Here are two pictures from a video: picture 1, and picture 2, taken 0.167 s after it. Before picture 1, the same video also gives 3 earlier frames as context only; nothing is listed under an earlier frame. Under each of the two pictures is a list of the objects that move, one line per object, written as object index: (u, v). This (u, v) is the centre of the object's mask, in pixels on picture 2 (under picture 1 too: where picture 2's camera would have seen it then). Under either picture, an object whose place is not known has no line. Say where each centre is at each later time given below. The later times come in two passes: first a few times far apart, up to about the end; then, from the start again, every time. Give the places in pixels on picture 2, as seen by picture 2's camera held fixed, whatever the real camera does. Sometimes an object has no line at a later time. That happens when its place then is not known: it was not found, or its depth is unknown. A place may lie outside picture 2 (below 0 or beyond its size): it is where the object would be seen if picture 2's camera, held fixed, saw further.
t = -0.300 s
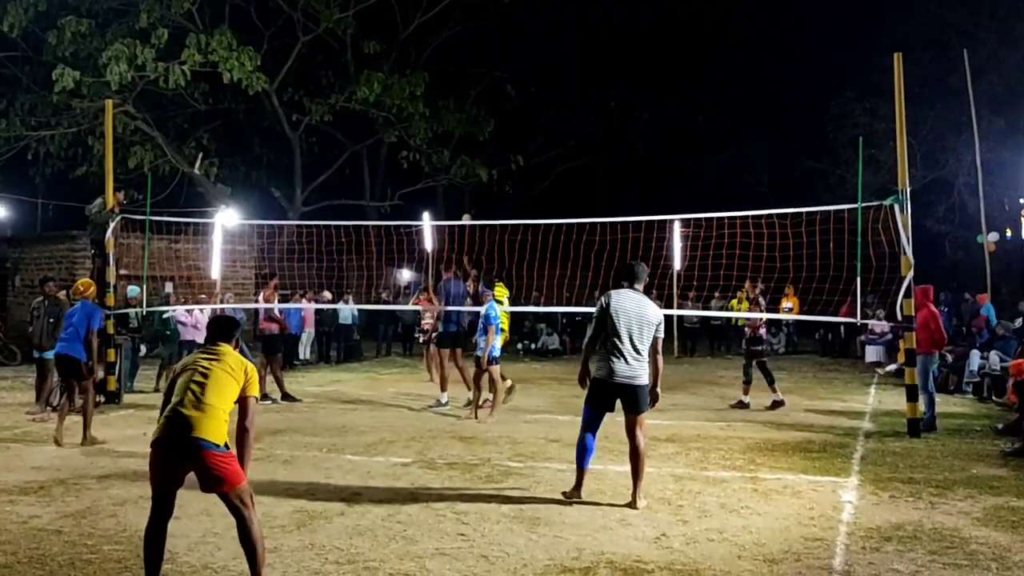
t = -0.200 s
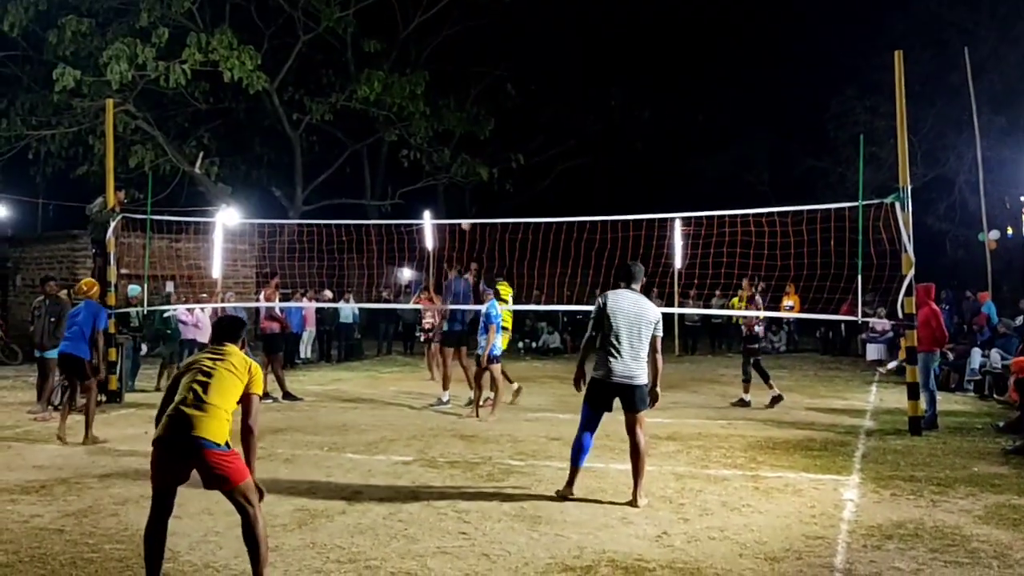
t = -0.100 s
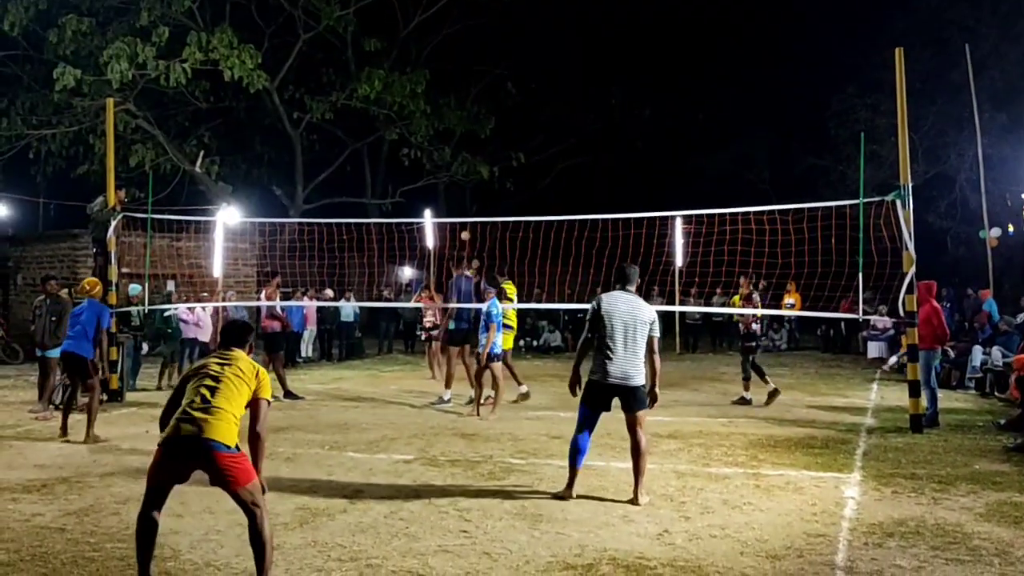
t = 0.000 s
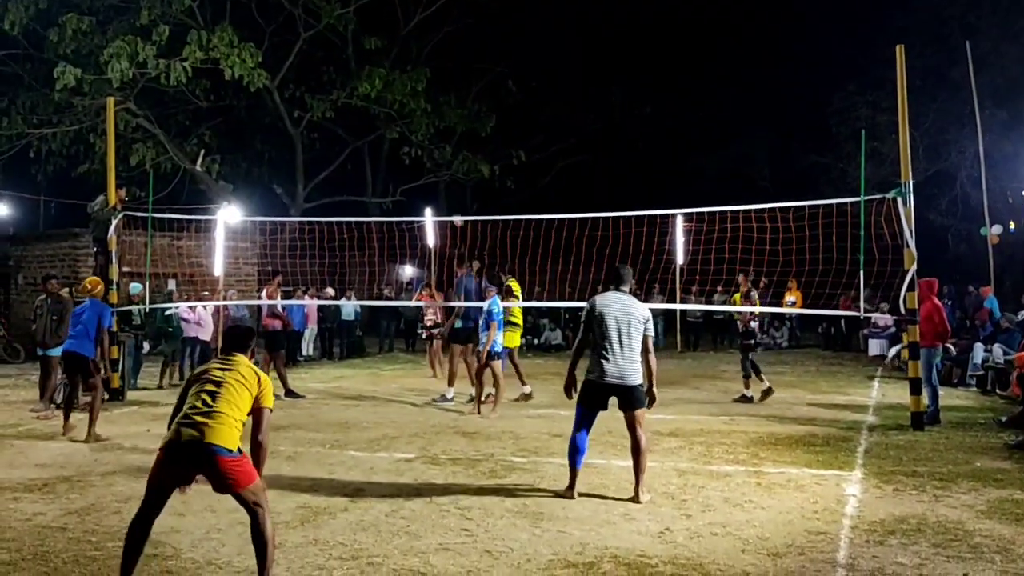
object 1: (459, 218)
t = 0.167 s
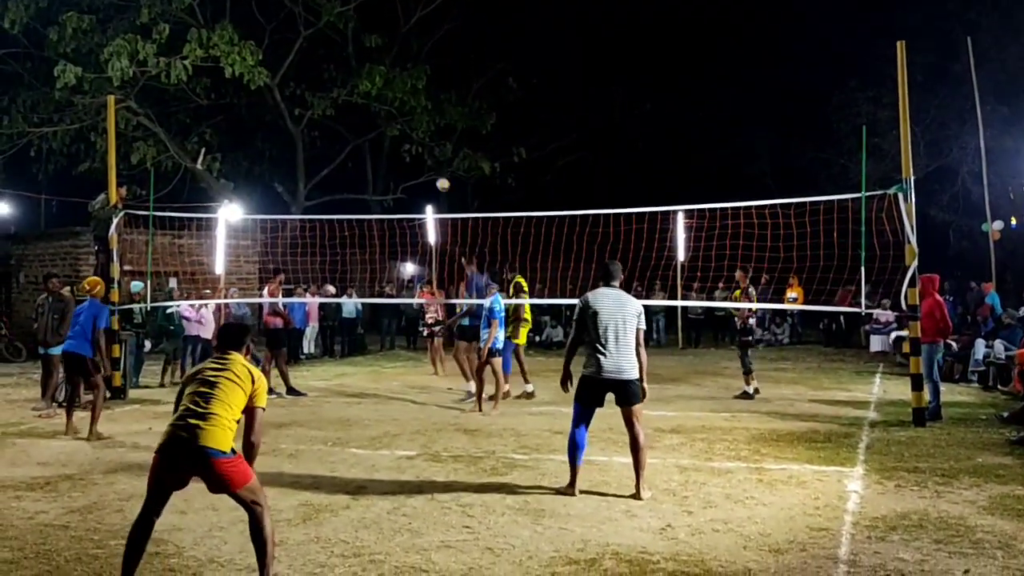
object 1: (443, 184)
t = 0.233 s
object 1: (435, 175)
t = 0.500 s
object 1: (400, 186)
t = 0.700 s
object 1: (359, 290)
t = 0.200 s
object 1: (439, 179)
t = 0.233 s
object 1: (435, 175)
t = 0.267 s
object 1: (432, 172)
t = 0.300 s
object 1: (428, 170)
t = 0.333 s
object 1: (424, 170)
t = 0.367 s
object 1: (420, 170)
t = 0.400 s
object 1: (415, 171)
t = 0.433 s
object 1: (410, 174)
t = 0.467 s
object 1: (405, 179)
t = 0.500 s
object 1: (400, 186)
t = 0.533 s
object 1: (394, 196)
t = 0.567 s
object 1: (389, 205)
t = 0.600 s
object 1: (382, 223)
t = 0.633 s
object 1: (375, 241)
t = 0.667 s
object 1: (366, 264)
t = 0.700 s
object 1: (359, 290)
